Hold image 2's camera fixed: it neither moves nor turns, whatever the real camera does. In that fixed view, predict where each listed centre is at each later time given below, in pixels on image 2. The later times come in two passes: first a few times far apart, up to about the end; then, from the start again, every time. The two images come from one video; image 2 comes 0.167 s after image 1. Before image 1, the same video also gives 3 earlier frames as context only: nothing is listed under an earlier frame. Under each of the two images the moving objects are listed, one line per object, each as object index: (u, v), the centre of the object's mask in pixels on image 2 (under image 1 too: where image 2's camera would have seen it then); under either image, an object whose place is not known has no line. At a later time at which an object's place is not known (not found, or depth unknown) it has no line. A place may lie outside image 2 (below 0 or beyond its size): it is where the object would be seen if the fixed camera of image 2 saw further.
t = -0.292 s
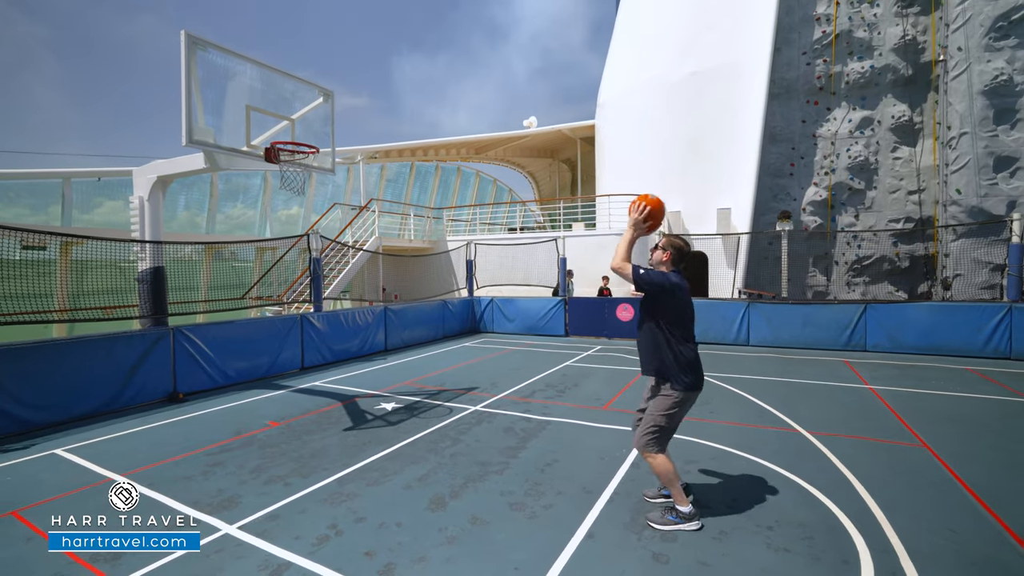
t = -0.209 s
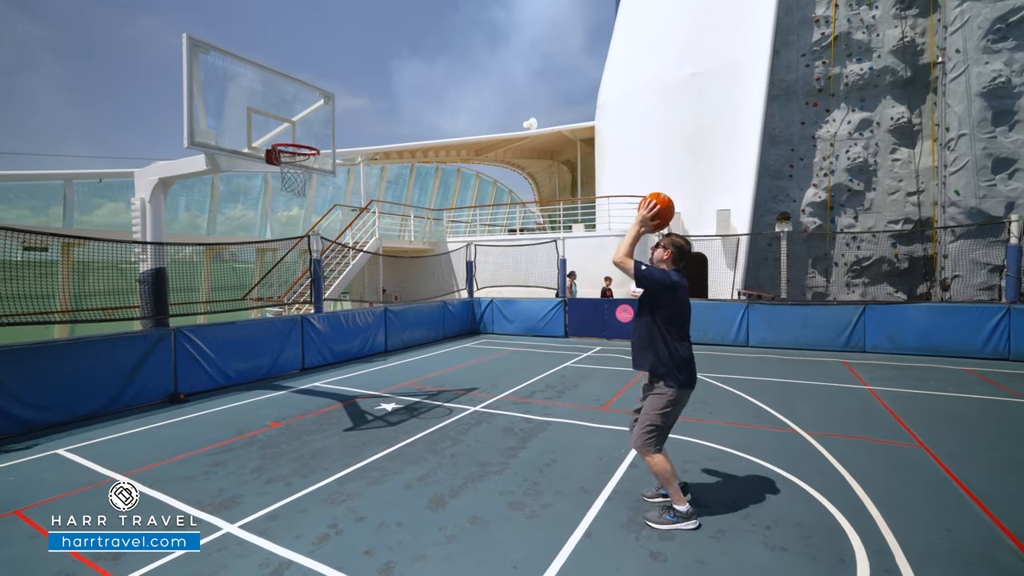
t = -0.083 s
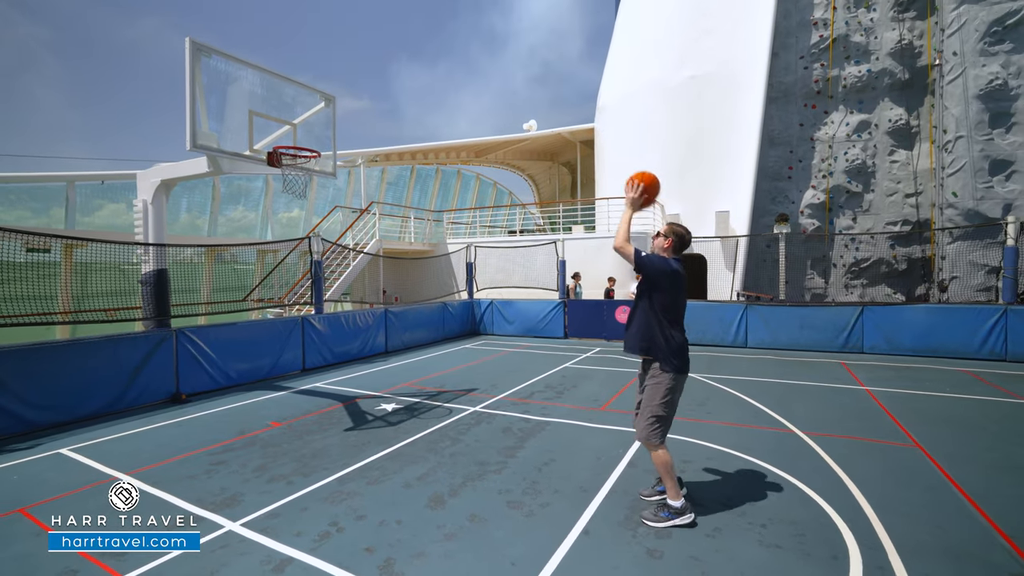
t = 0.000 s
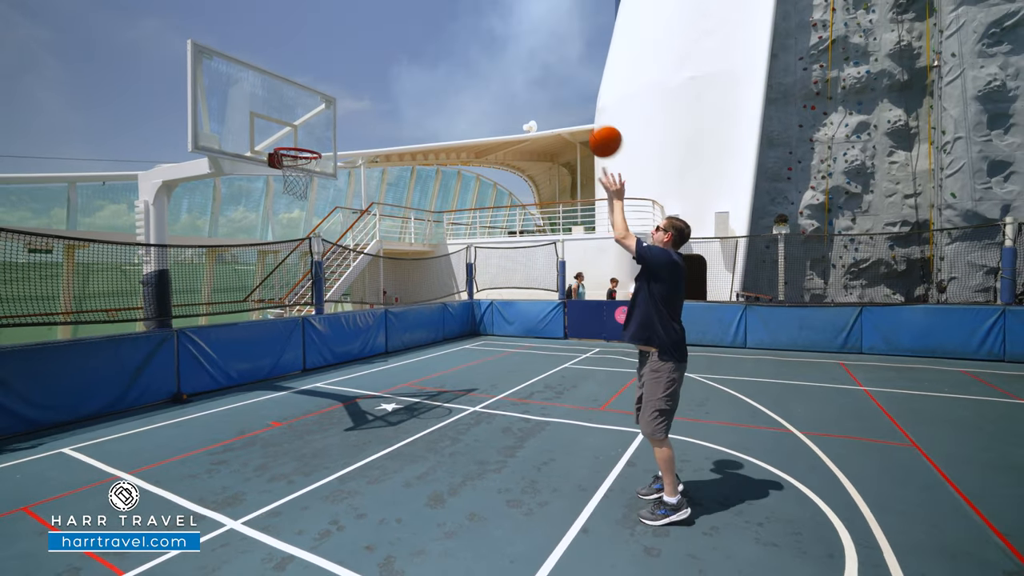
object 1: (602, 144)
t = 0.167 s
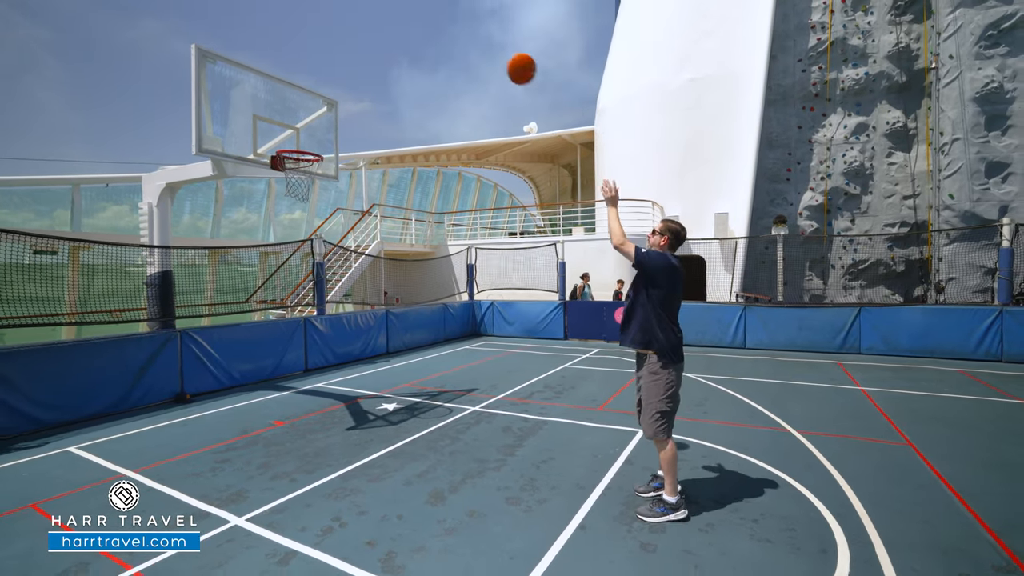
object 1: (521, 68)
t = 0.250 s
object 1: (485, 47)
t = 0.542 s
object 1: (382, 42)
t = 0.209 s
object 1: (503, 57)
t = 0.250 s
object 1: (485, 47)
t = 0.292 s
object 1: (468, 41)
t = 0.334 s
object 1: (453, 36)
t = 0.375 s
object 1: (437, 34)
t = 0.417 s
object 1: (423, 33)
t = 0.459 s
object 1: (408, 35)
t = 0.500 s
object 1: (395, 37)
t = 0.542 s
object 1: (382, 42)
